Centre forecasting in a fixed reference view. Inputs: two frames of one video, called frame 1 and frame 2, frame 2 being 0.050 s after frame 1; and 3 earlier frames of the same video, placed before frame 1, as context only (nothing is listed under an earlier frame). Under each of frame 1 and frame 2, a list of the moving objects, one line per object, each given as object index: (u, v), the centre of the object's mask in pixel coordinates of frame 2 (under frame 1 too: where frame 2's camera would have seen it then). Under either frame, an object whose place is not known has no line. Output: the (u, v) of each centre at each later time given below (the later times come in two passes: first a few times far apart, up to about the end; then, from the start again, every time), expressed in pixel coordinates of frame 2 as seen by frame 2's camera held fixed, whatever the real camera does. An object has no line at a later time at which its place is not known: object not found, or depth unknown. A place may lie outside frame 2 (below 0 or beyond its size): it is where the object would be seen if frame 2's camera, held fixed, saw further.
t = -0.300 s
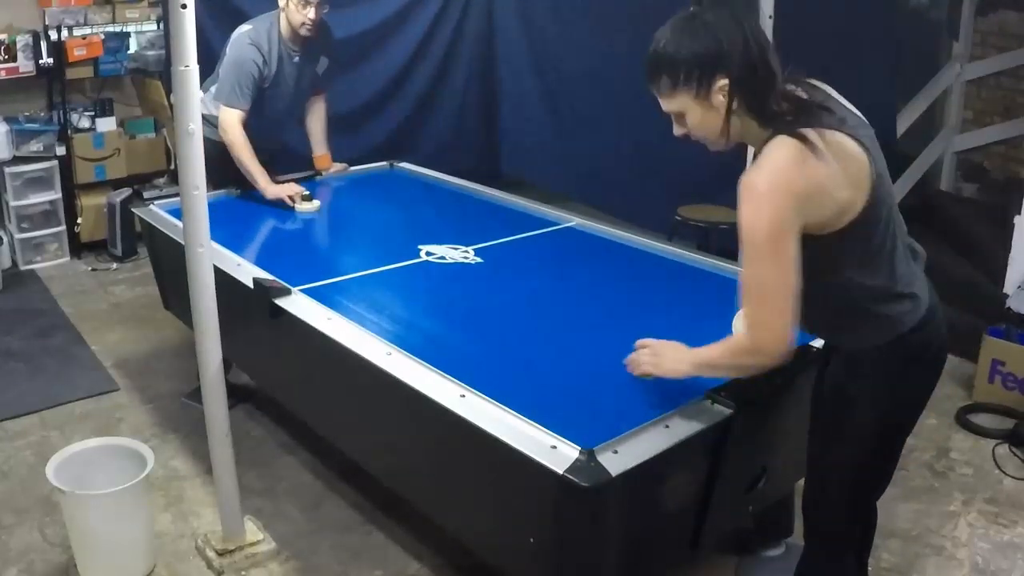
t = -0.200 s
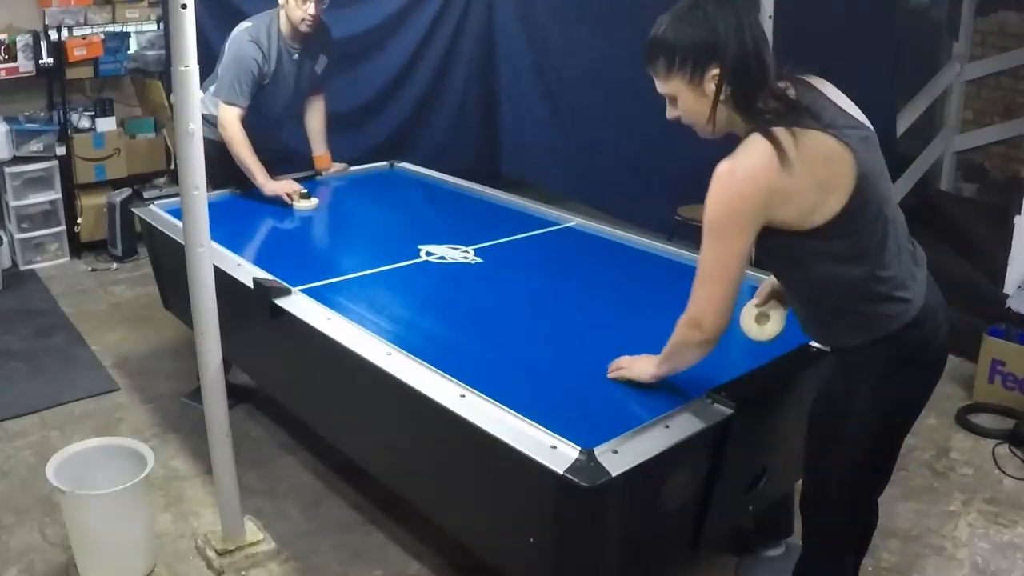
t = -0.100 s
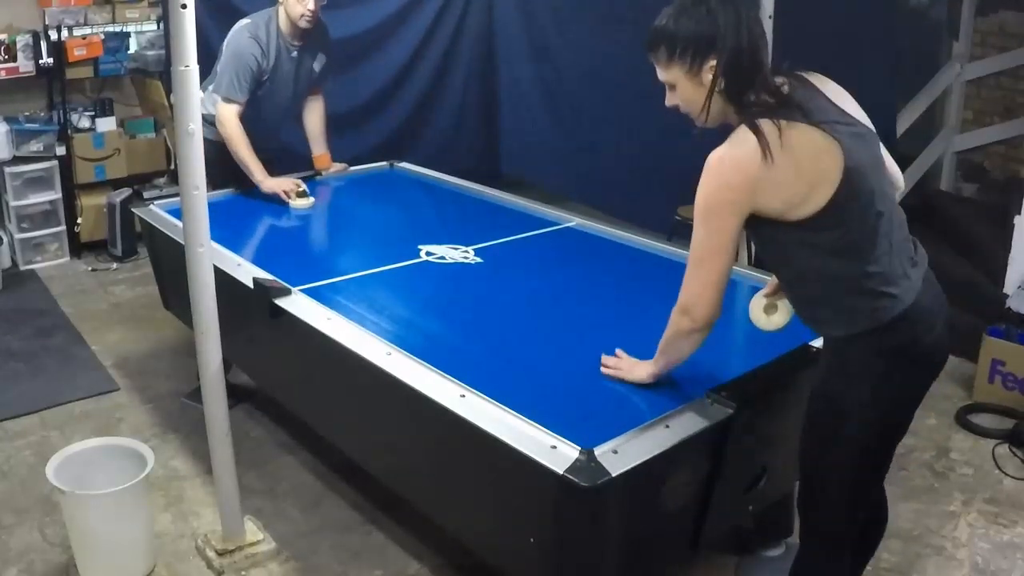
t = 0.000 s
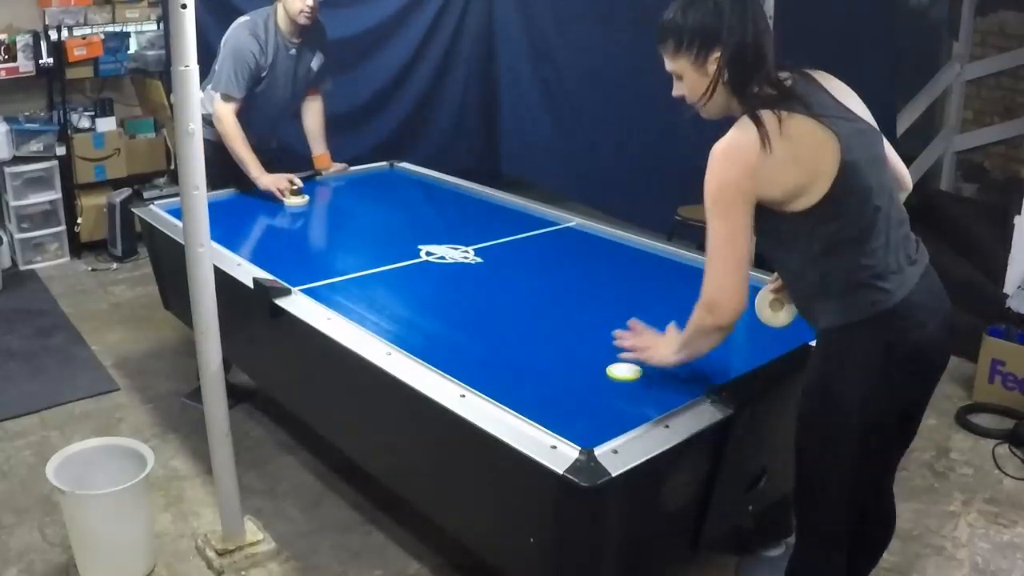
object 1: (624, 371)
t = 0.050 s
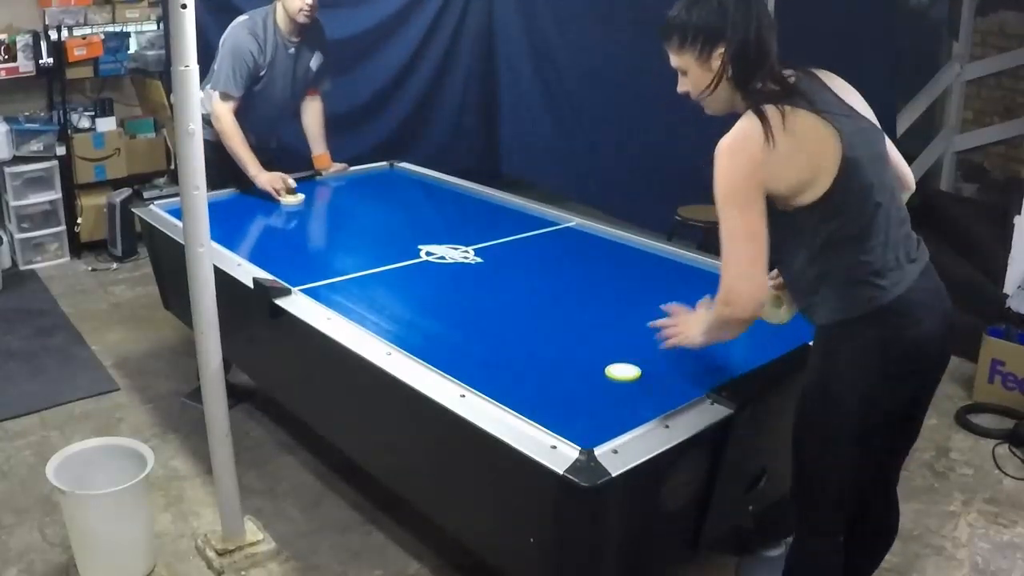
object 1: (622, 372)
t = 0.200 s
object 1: (619, 372)
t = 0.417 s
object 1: (612, 373)
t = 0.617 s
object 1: (606, 372)
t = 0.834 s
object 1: (600, 371)
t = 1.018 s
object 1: (594, 369)
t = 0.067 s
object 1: (622, 371)
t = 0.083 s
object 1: (622, 372)
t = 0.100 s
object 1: (621, 372)
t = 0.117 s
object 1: (621, 372)
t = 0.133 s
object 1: (620, 372)
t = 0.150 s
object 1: (620, 372)
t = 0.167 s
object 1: (620, 372)
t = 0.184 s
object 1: (619, 372)
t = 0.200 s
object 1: (619, 372)
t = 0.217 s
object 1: (618, 372)
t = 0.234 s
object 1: (617, 373)
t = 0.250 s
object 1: (617, 372)
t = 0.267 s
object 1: (617, 373)
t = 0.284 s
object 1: (616, 373)
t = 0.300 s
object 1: (616, 373)
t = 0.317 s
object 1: (615, 373)
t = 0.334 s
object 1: (615, 373)
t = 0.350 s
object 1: (614, 373)
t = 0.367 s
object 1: (614, 373)
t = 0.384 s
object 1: (613, 373)
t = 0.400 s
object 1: (613, 373)
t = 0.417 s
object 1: (612, 373)
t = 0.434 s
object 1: (612, 373)
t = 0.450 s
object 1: (611, 372)
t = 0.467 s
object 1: (611, 372)
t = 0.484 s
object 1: (610, 372)
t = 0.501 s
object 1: (610, 373)
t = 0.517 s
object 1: (609, 373)
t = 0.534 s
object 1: (609, 372)
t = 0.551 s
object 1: (608, 372)
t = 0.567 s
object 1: (608, 372)
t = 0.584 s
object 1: (607, 372)
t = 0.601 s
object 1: (607, 372)
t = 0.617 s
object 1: (606, 372)
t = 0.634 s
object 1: (606, 372)
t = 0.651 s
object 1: (606, 372)
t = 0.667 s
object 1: (605, 372)
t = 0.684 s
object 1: (604, 372)
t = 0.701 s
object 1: (604, 372)
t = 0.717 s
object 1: (603, 372)
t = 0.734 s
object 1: (603, 372)
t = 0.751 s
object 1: (602, 371)
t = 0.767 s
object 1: (601, 371)
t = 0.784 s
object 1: (601, 371)
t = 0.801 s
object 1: (601, 371)
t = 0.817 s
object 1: (600, 371)
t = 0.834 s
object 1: (600, 371)
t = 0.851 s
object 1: (599, 370)
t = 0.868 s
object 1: (599, 370)
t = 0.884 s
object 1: (598, 370)
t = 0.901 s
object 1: (597, 370)
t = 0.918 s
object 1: (597, 370)
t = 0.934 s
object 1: (596, 369)
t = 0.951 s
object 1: (596, 369)
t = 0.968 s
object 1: (595, 369)
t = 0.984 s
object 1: (594, 369)
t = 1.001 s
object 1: (594, 369)
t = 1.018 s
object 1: (594, 369)
